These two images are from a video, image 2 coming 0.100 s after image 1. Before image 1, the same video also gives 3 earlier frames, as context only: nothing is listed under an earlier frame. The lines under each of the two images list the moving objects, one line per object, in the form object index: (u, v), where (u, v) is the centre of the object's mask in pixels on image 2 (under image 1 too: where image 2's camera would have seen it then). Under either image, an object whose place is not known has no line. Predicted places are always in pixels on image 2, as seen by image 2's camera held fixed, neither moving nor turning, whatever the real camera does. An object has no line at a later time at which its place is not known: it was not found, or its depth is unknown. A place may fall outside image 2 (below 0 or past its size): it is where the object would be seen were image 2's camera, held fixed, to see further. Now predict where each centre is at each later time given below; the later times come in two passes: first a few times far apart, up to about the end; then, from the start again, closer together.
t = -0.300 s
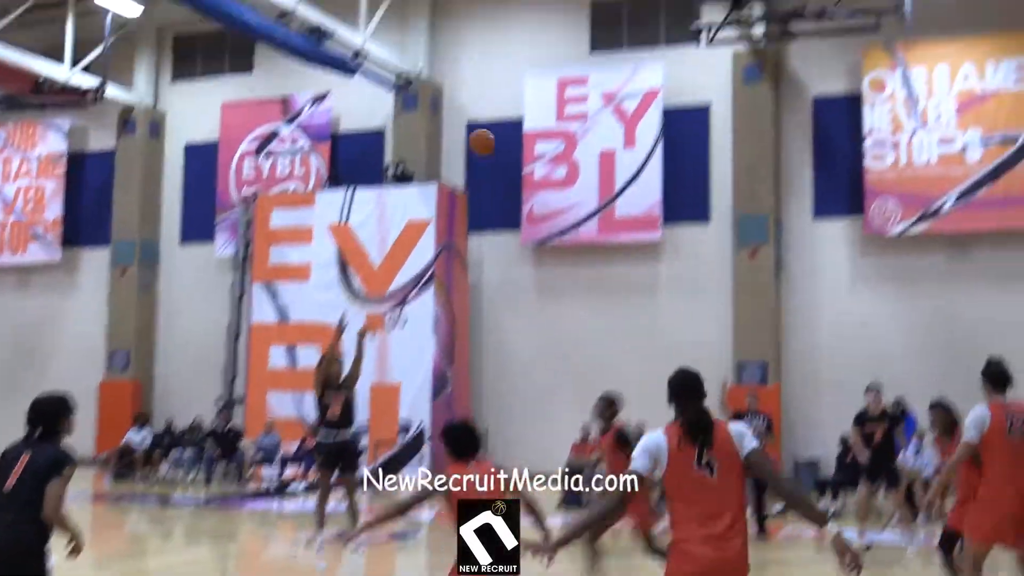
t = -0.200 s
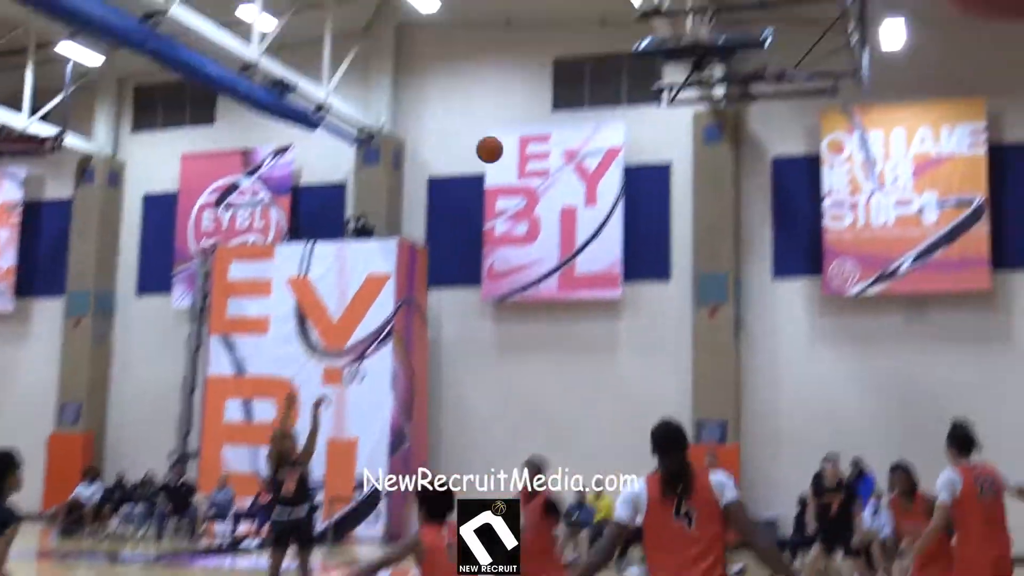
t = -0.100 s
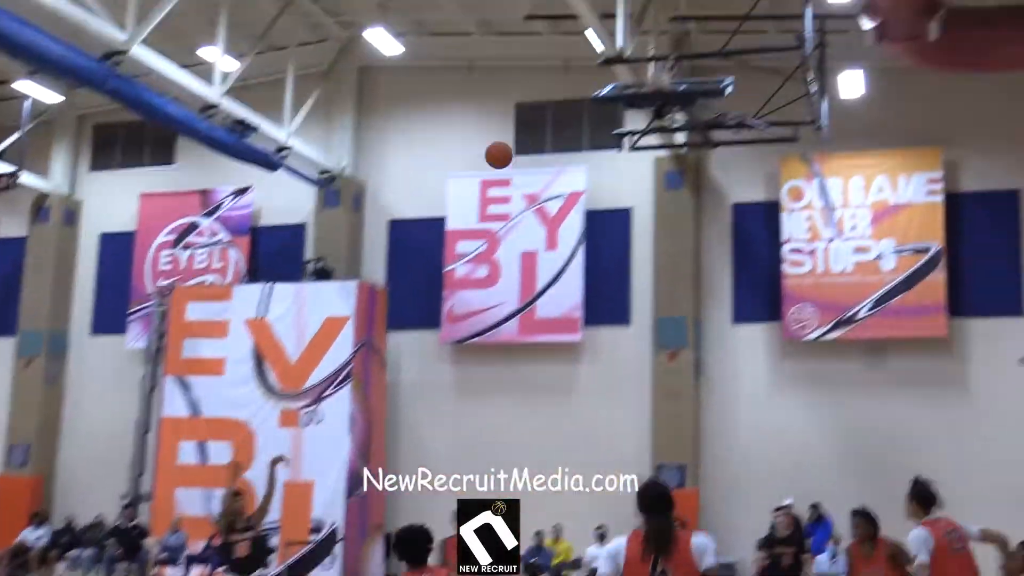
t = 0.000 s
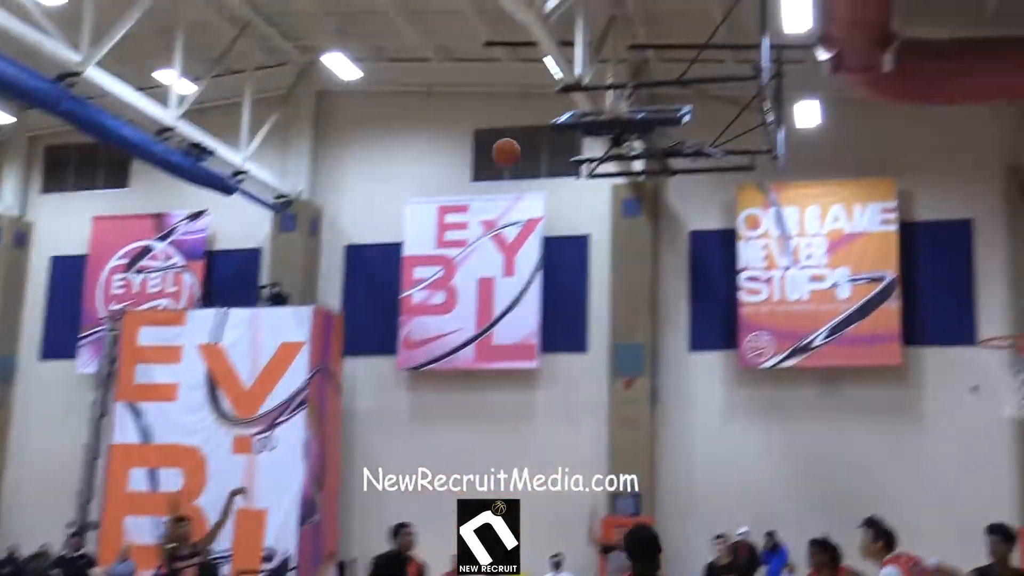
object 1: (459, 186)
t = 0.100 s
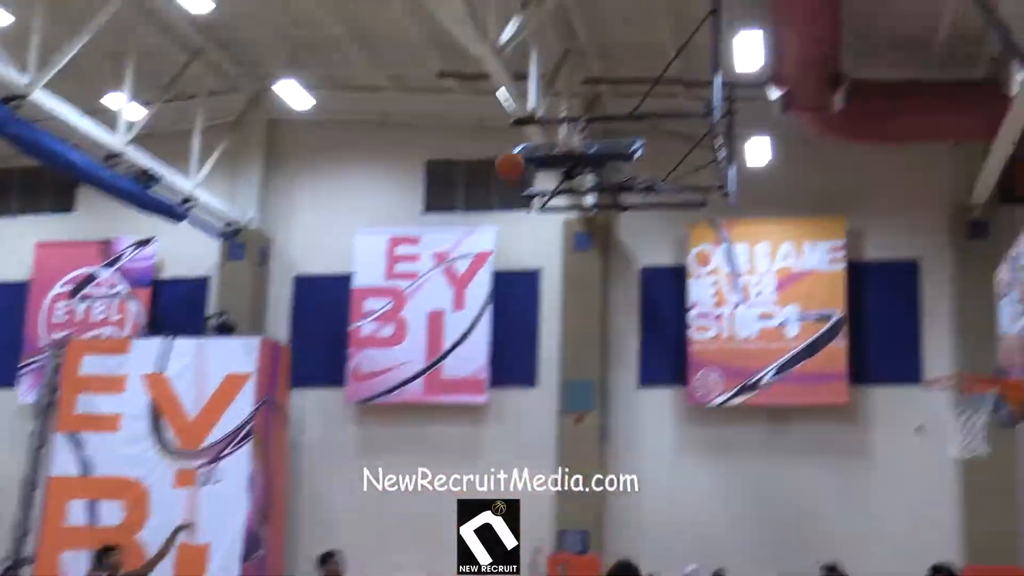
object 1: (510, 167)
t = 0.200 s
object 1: (564, 159)
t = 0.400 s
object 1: (679, 178)
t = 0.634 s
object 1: (834, 266)
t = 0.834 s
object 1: (997, 417)
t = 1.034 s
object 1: (1081, 507)
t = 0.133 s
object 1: (528, 163)
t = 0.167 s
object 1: (546, 160)
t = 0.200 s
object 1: (564, 159)
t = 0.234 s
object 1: (582, 160)
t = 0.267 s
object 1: (600, 159)
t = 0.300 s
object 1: (619, 163)
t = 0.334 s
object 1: (638, 167)
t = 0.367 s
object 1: (658, 171)
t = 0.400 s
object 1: (679, 178)
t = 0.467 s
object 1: (720, 194)
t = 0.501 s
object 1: (742, 205)
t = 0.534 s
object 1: (764, 217)
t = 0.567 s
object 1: (787, 232)
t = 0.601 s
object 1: (809, 248)
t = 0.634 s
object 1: (834, 266)
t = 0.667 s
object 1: (860, 287)
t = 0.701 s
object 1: (884, 309)
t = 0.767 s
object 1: (939, 359)
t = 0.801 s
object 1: (969, 389)
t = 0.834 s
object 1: (997, 417)
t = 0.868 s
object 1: (1016, 433)
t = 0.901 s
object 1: (1028, 445)
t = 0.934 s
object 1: (1039, 456)
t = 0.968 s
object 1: (1052, 471)
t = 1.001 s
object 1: (1067, 489)
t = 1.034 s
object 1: (1081, 507)
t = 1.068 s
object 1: (1095, 526)
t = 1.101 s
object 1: (1109, 550)
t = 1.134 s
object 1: (1124, 576)
